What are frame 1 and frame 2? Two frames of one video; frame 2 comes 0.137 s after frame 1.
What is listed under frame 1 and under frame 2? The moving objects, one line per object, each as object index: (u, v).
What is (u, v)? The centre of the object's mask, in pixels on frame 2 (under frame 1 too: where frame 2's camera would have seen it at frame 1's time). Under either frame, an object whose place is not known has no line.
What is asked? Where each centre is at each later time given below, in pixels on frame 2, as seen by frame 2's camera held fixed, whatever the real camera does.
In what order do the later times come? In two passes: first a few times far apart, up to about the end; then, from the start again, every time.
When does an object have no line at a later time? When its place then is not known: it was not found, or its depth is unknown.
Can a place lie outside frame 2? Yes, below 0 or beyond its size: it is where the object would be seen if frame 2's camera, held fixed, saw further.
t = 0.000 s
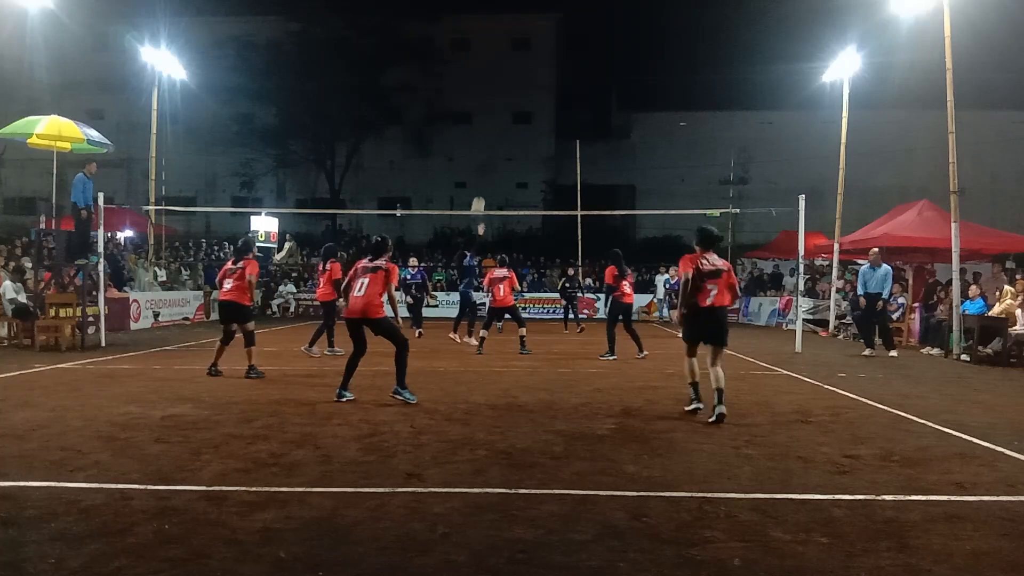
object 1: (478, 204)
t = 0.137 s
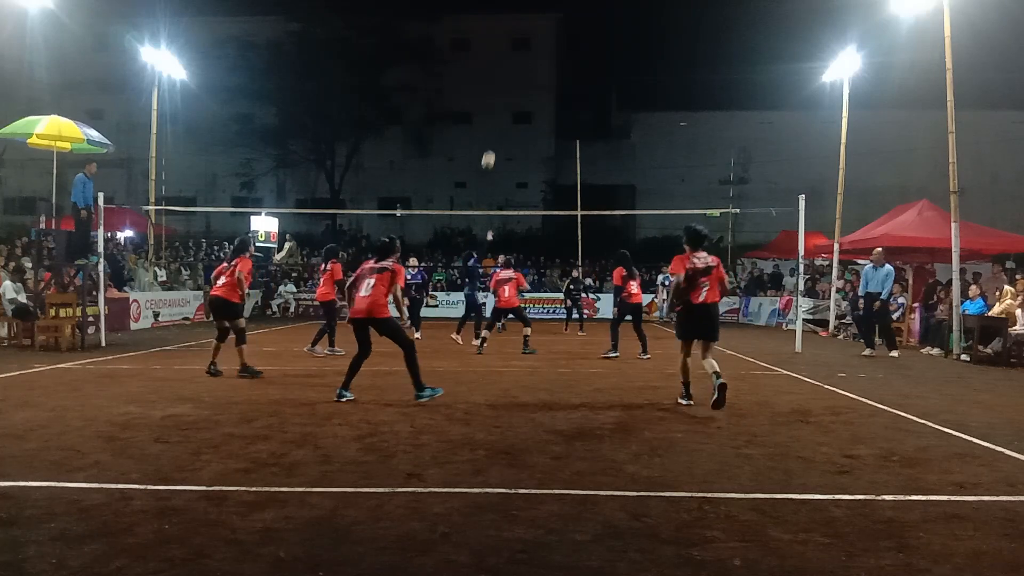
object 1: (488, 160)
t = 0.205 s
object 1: (494, 140)
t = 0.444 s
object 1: (512, 92)
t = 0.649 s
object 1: (528, 75)
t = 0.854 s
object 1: (544, 83)
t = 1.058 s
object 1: (560, 115)
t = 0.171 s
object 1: (491, 150)
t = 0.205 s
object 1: (494, 140)
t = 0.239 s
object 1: (496, 131)
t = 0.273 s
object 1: (499, 123)
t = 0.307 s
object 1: (502, 115)
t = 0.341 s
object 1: (504, 109)
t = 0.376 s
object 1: (507, 102)
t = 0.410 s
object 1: (509, 96)
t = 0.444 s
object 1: (512, 92)
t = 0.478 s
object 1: (515, 87)
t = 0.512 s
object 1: (517, 84)
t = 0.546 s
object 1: (520, 80)
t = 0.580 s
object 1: (523, 78)
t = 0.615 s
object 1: (525, 76)
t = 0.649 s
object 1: (528, 75)
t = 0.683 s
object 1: (531, 75)
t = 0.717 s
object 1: (533, 75)
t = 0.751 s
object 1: (536, 76)
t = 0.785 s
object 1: (539, 78)
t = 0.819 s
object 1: (541, 80)
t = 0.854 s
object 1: (544, 83)
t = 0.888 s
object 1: (547, 87)
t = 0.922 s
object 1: (549, 91)
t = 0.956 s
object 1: (552, 96)
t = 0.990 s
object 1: (554, 102)
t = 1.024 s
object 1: (557, 109)
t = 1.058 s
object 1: (560, 115)
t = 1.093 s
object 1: (562, 123)
